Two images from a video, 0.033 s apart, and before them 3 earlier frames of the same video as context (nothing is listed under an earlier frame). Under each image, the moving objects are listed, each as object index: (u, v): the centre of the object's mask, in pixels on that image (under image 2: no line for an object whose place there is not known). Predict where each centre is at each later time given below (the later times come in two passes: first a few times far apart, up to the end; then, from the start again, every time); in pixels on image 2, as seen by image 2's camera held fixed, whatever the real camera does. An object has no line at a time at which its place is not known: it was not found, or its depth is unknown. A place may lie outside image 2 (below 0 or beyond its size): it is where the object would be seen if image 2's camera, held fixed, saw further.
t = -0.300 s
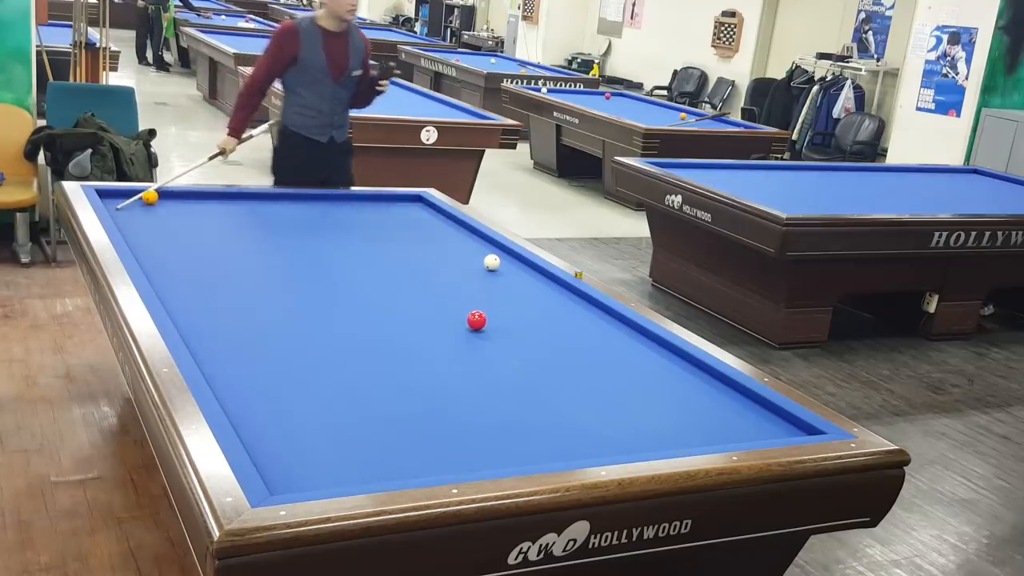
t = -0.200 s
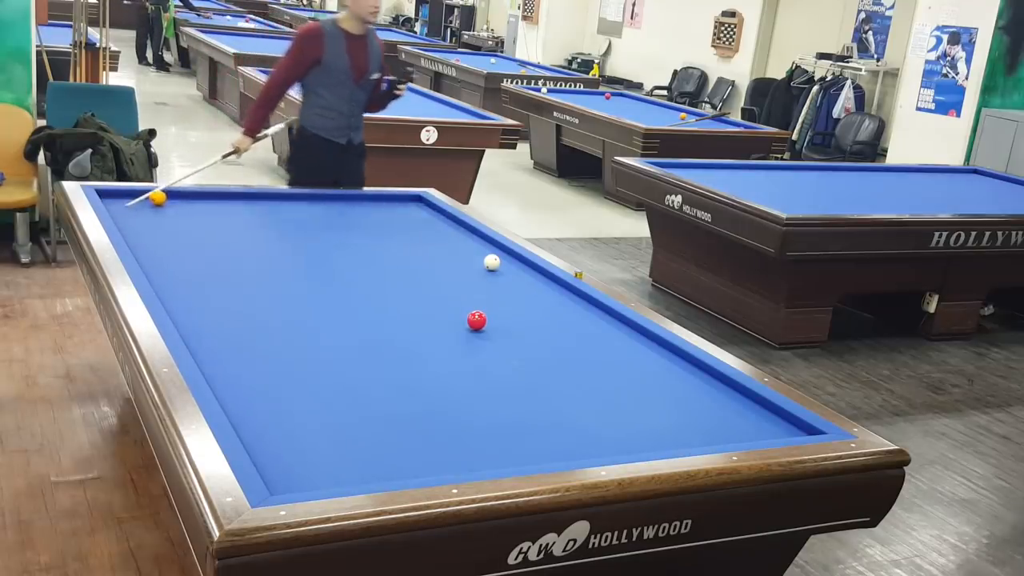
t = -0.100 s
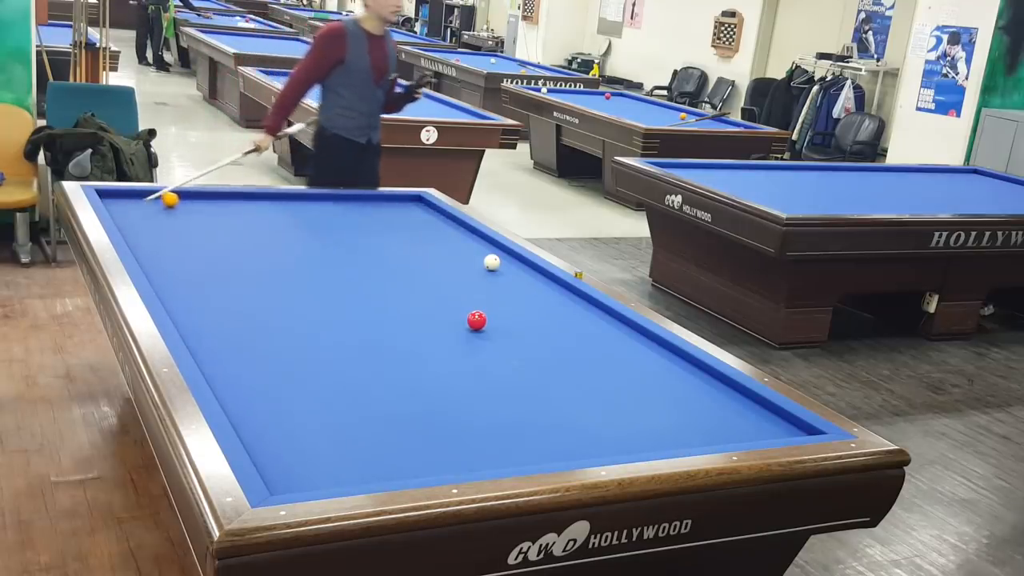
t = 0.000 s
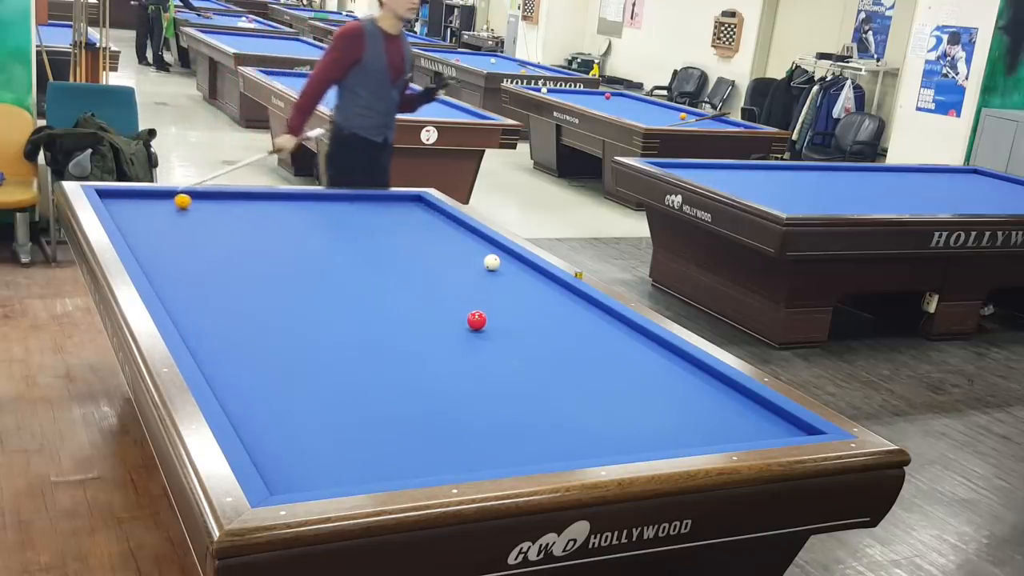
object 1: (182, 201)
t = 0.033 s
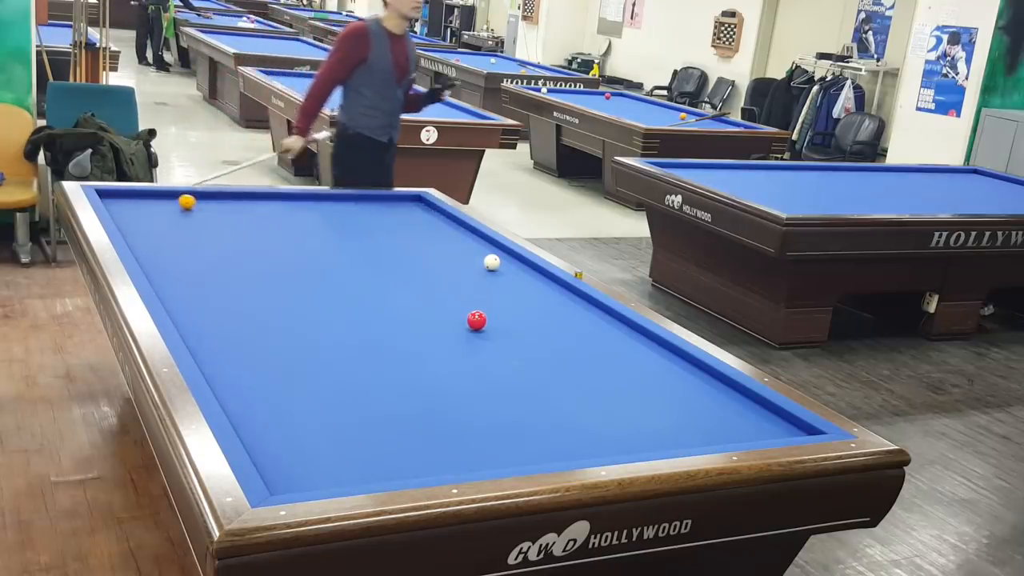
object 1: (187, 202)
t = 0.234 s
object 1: (212, 205)
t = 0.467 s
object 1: (241, 210)
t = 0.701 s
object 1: (269, 213)
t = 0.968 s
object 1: (301, 218)
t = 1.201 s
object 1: (328, 221)
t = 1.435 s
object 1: (354, 225)
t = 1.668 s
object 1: (380, 228)
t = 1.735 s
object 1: (387, 229)
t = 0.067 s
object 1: (190, 202)
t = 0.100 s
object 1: (195, 203)
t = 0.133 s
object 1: (199, 203)
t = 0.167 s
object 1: (204, 204)
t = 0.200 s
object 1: (208, 205)
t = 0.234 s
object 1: (212, 205)
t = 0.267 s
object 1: (216, 206)
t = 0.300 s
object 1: (220, 207)
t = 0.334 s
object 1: (224, 207)
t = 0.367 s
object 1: (228, 208)
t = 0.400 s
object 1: (232, 208)
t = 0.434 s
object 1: (236, 209)
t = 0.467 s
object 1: (241, 210)
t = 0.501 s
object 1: (245, 210)
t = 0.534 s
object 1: (249, 211)
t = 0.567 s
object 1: (253, 211)
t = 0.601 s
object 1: (257, 212)
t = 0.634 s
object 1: (261, 212)
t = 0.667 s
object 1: (265, 213)
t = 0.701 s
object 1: (269, 213)
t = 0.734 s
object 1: (273, 214)
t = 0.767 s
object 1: (277, 214)
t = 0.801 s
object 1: (281, 215)
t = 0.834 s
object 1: (285, 216)
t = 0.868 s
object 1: (289, 216)
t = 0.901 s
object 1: (293, 217)
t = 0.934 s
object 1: (296, 217)
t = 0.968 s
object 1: (301, 218)
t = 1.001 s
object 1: (304, 218)
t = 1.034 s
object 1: (308, 219)
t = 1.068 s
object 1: (312, 219)
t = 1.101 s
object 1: (316, 220)
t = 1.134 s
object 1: (320, 220)
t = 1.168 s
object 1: (324, 221)
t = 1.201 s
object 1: (328, 221)
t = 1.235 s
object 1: (331, 222)
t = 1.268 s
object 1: (335, 222)
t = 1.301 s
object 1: (339, 223)
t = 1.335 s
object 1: (343, 224)
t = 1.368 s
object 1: (347, 224)
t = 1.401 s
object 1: (351, 225)
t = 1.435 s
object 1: (354, 225)
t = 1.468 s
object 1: (358, 225)
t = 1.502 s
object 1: (362, 226)
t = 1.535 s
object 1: (365, 226)
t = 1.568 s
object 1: (369, 227)
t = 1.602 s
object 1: (373, 228)
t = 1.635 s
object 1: (376, 228)
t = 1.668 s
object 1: (380, 228)
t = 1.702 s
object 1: (384, 229)
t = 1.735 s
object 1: (387, 229)
